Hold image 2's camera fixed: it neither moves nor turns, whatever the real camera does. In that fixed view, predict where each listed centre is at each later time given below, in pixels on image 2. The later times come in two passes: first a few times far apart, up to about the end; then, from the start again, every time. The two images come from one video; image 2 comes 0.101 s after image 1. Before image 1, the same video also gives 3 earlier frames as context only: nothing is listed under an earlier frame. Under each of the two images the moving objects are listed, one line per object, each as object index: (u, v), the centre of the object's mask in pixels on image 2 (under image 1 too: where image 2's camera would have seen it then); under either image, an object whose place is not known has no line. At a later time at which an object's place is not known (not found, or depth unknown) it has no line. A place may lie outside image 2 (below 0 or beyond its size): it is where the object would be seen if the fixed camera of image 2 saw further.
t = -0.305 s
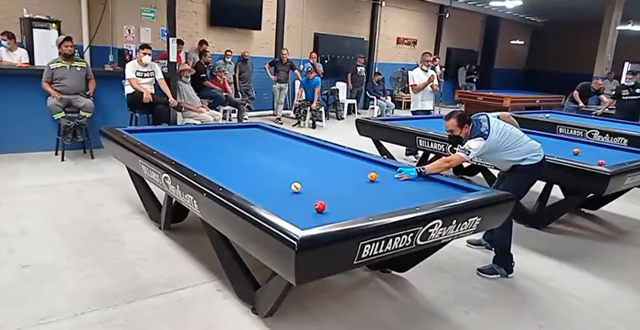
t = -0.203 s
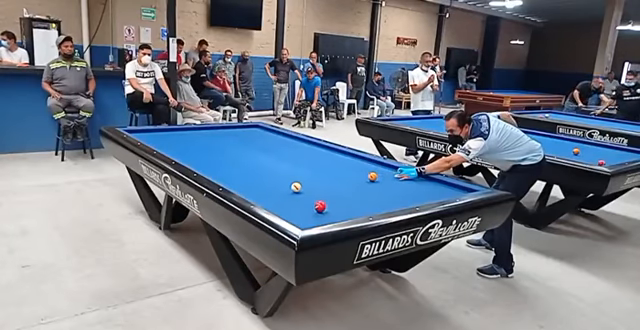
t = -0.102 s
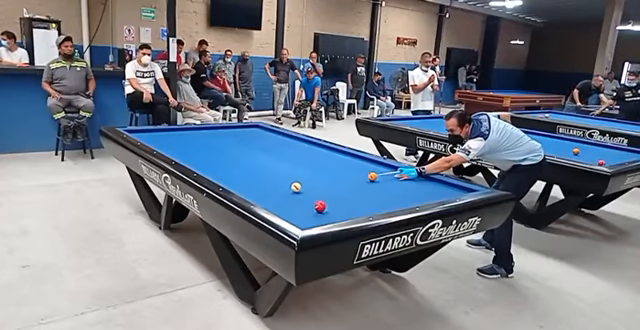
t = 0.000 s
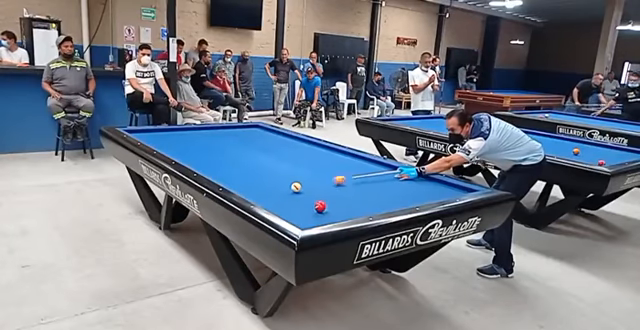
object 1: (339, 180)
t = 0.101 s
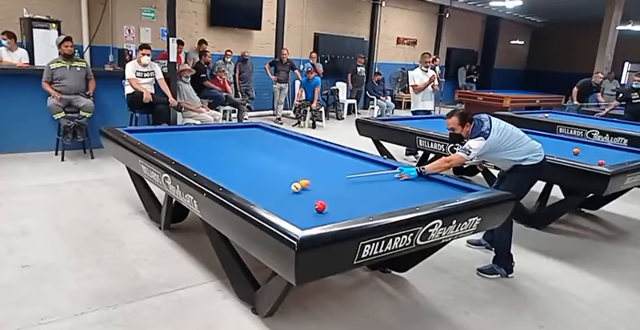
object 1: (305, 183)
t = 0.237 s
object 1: (265, 181)
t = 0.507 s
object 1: (213, 172)
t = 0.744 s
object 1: (213, 160)
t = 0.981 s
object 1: (212, 150)
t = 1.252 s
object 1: (210, 142)
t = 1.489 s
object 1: (209, 134)
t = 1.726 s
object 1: (208, 129)
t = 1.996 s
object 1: (226, 128)
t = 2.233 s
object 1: (249, 130)
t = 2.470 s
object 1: (273, 132)
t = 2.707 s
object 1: (283, 134)
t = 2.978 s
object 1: (284, 138)
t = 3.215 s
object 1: (284, 142)
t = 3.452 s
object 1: (285, 146)
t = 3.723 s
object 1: (285, 150)
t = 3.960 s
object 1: (286, 155)
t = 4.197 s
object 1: (286, 159)
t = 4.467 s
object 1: (287, 165)
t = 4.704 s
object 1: (288, 171)
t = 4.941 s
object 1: (288, 176)
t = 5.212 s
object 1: (289, 184)
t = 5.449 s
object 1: (290, 191)
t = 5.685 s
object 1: (291, 198)
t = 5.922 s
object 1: (293, 206)
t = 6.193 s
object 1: (294, 215)
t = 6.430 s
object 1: (307, 220)
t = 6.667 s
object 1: (309, 219)
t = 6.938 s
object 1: (306, 216)
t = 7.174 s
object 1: (304, 212)
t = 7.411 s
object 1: (302, 209)
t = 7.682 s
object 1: (299, 205)
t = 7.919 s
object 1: (297, 203)
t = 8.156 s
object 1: (296, 200)
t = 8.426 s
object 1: (295, 198)
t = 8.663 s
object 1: (293, 196)
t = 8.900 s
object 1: (292, 194)
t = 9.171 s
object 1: (290, 193)
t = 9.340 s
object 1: (289, 192)
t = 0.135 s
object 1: (292, 181)
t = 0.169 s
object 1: (284, 182)
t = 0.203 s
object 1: (274, 181)
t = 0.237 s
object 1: (265, 181)
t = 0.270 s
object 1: (257, 180)
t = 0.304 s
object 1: (249, 178)
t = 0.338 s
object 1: (241, 177)
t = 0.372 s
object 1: (233, 177)
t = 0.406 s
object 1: (225, 176)
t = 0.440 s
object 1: (217, 175)
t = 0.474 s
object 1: (212, 173)
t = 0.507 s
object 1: (213, 172)
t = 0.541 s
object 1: (213, 170)
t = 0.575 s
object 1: (214, 168)
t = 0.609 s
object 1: (214, 166)
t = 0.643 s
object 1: (214, 165)
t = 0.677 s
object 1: (214, 163)
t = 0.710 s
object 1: (214, 162)
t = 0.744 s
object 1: (213, 160)
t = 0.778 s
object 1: (213, 158)
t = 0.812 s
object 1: (213, 157)
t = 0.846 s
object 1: (213, 156)
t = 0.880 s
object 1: (213, 154)
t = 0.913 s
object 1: (212, 153)
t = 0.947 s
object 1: (212, 152)
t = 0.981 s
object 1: (212, 150)
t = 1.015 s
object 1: (212, 149)
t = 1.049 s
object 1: (211, 148)
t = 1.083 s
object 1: (211, 147)
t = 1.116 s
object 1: (211, 146)
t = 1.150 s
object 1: (211, 145)
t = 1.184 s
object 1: (211, 144)
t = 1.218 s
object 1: (210, 143)
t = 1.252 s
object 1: (210, 142)
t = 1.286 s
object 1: (210, 140)
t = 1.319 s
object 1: (210, 139)
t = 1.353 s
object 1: (210, 139)
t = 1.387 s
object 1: (209, 138)
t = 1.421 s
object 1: (209, 137)
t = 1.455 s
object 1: (209, 136)
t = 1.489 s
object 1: (209, 134)
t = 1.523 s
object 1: (209, 134)
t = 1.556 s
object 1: (208, 133)
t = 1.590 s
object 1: (208, 132)
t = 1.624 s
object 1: (208, 132)
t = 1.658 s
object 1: (208, 131)
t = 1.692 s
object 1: (208, 130)
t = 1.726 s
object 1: (208, 129)
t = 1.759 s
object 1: (208, 129)
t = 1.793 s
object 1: (207, 128)
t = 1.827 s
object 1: (207, 127)
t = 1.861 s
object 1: (211, 127)
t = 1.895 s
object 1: (215, 127)
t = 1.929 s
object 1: (219, 127)
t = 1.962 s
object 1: (222, 128)
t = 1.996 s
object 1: (226, 128)
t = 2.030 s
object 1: (229, 128)
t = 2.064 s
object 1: (233, 129)
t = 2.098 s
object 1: (236, 129)
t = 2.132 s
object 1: (239, 129)
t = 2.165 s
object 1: (243, 130)
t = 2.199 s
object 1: (246, 130)
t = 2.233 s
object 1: (249, 130)
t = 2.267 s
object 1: (252, 131)
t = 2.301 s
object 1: (256, 131)
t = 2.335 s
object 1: (259, 131)
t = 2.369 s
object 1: (263, 132)
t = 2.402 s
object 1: (266, 132)
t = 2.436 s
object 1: (269, 132)
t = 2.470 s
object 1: (273, 132)
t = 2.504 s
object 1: (276, 132)
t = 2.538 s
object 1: (279, 133)
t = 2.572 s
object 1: (282, 133)
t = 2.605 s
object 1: (284, 133)
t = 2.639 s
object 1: (283, 133)
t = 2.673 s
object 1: (283, 134)
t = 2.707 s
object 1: (283, 134)
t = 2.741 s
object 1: (283, 134)
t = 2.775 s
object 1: (283, 136)
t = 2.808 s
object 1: (283, 136)
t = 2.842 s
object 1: (283, 137)
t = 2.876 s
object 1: (283, 137)
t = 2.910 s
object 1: (283, 137)
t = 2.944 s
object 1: (283, 138)
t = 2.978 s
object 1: (284, 138)
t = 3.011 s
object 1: (284, 139)
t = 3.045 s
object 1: (284, 140)
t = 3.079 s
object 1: (284, 140)
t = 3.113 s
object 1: (284, 140)
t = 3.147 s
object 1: (284, 140)
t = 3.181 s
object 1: (284, 141)
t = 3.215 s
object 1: (284, 142)
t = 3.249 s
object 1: (284, 142)
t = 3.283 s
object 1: (284, 143)
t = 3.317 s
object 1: (285, 143)
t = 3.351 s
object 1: (285, 144)
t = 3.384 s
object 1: (285, 144)
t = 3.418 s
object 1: (285, 145)
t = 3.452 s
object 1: (285, 146)
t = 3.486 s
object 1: (285, 146)
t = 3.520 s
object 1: (285, 147)
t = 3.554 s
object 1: (285, 147)
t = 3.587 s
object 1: (285, 148)
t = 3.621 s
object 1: (285, 149)
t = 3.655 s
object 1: (285, 149)
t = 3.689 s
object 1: (285, 150)
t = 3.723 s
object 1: (285, 150)
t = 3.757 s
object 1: (285, 151)
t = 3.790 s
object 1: (286, 152)
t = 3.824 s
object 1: (286, 152)
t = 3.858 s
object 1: (286, 153)
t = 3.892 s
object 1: (286, 153)
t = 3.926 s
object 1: (286, 154)
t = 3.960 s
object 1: (286, 155)
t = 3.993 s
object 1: (286, 155)
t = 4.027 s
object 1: (286, 156)
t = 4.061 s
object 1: (286, 157)
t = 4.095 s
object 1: (286, 157)
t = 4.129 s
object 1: (286, 158)
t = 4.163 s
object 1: (286, 159)
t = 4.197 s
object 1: (286, 159)
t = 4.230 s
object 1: (286, 160)
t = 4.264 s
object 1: (287, 161)
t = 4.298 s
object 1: (287, 161)
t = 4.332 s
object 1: (287, 162)
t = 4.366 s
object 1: (287, 163)
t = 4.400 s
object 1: (287, 164)
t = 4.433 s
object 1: (287, 165)
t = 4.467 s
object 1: (287, 165)
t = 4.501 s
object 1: (287, 166)
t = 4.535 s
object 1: (287, 167)
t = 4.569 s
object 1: (287, 167)
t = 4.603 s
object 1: (288, 168)
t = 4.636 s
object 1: (288, 169)
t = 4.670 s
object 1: (288, 170)
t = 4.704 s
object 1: (288, 171)
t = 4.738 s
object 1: (288, 172)
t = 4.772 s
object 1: (288, 172)
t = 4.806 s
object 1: (288, 173)
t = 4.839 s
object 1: (288, 174)
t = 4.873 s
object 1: (288, 175)
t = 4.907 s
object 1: (289, 176)
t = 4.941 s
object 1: (288, 176)
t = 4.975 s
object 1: (289, 177)
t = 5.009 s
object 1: (289, 178)
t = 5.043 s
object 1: (289, 179)
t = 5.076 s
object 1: (289, 180)
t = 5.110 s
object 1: (289, 181)
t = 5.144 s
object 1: (289, 182)
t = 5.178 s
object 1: (289, 183)
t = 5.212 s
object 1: (289, 184)
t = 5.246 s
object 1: (290, 185)
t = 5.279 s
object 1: (290, 185)
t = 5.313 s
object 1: (290, 187)
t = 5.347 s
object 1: (290, 188)
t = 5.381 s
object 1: (290, 188)
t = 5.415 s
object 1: (290, 189)
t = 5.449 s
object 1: (290, 191)
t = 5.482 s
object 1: (290, 192)
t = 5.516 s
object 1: (291, 192)
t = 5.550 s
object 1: (291, 194)
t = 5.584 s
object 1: (291, 195)
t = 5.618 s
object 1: (291, 196)
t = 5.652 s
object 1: (291, 197)
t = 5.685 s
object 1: (291, 198)
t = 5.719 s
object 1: (291, 199)
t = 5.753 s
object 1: (291, 200)
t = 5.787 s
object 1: (292, 201)
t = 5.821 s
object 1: (292, 203)
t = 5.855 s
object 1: (292, 204)
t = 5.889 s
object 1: (292, 205)
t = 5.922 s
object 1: (293, 206)
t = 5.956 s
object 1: (292, 207)
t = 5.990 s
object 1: (293, 208)
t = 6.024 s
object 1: (293, 210)
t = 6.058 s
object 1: (293, 211)
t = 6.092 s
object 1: (293, 212)
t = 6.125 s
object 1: (293, 213)
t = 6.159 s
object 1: (294, 214)
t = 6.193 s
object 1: (294, 215)
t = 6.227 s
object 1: (294, 216)
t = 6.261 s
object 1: (295, 217)
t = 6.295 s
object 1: (298, 218)
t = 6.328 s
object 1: (300, 219)
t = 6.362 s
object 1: (302, 219)
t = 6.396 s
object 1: (305, 220)
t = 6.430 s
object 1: (307, 220)
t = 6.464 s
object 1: (309, 221)
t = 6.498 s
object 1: (310, 221)
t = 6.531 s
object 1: (310, 221)
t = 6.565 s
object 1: (310, 220)
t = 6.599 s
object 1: (309, 220)
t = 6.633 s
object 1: (309, 220)
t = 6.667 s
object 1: (309, 219)
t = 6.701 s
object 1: (309, 219)
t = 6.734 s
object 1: (308, 218)
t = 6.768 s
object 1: (308, 218)
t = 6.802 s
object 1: (308, 218)
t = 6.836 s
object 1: (307, 217)
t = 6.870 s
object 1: (307, 216)
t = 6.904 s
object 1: (307, 216)
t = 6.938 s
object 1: (306, 216)
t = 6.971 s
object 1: (306, 215)
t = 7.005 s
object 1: (305, 215)
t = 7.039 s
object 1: (305, 214)
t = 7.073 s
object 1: (305, 214)
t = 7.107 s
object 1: (305, 213)
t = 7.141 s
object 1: (304, 212)
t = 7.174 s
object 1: (304, 212)
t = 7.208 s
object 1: (304, 212)
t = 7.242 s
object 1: (303, 211)
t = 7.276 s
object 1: (303, 211)
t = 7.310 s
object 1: (303, 210)
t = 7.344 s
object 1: (302, 210)
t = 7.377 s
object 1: (302, 209)
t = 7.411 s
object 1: (302, 209)
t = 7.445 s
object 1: (301, 208)
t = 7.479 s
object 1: (301, 208)
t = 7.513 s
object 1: (301, 208)
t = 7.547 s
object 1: (300, 207)
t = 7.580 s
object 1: (300, 207)
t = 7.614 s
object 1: (300, 206)
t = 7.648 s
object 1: (300, 206)
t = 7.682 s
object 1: (299, 205)
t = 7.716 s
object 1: (299, 205)
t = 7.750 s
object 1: (298, 204)
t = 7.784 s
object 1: (299, 204)
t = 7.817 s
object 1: (298, 204)
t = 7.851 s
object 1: (298, 204)
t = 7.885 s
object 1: (298, 203)
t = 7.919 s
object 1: (297, 203)
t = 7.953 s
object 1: (297, 202)
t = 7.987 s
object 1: (297, 202)
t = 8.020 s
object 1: (297, 202)
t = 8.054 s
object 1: (297, 202)
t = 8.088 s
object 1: (296, 201)
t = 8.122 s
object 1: (296, 201)
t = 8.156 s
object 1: (296, 200)
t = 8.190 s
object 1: (296, 200)
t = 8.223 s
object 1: (296, 200)
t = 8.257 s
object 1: (295, 199)
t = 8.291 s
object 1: (295, 199)
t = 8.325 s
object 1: (295, 199)
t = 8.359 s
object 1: (295, 199)
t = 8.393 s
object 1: (295, 198)
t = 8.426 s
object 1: (295, 198)
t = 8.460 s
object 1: (295, 198)
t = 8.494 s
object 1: (294, 198)
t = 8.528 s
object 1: (294, 197)
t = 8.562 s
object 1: (293, 197)
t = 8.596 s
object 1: (294, 197)
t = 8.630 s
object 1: (293, 196)
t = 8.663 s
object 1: (293, 196)
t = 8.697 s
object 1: (293, 196)
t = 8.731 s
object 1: (293, 196)
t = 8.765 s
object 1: (293, 195)
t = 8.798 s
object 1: (292, 195)
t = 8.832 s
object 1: (292, 195)
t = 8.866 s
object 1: (292, 195)
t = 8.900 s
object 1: (292, 194)
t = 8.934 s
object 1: (292, 194)
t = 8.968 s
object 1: (291, 194)
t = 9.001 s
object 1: (291, 194)
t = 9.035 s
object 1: (291, 194)
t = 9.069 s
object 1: (291, 193)
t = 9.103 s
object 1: (290, 193)
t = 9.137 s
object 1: (290, 193)
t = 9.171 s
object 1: (290, 193)
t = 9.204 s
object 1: (290, 193)
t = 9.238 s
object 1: (290, 192)
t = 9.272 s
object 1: (290, 192)
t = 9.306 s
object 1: (290, 192)
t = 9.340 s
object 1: (289, 192)
